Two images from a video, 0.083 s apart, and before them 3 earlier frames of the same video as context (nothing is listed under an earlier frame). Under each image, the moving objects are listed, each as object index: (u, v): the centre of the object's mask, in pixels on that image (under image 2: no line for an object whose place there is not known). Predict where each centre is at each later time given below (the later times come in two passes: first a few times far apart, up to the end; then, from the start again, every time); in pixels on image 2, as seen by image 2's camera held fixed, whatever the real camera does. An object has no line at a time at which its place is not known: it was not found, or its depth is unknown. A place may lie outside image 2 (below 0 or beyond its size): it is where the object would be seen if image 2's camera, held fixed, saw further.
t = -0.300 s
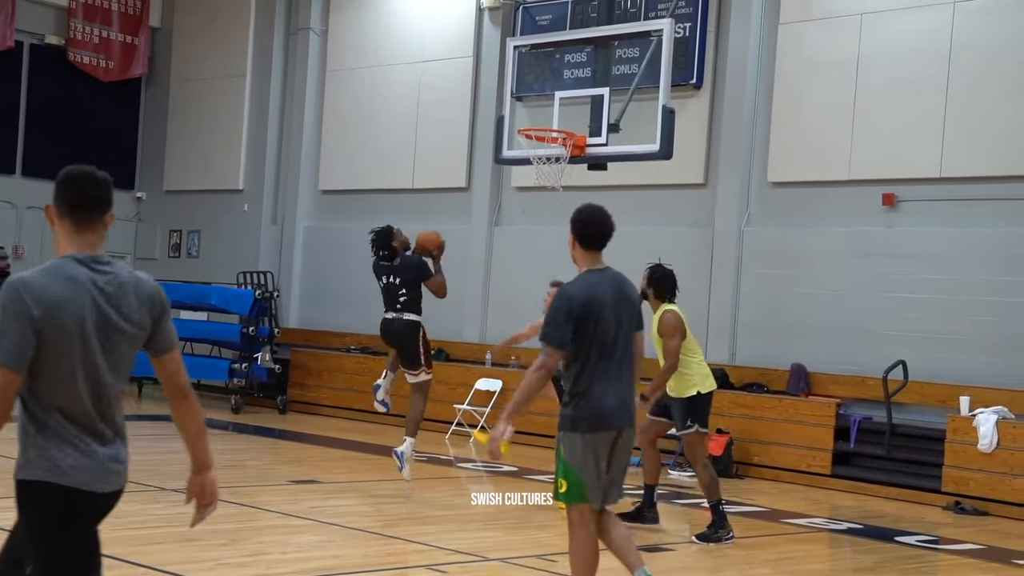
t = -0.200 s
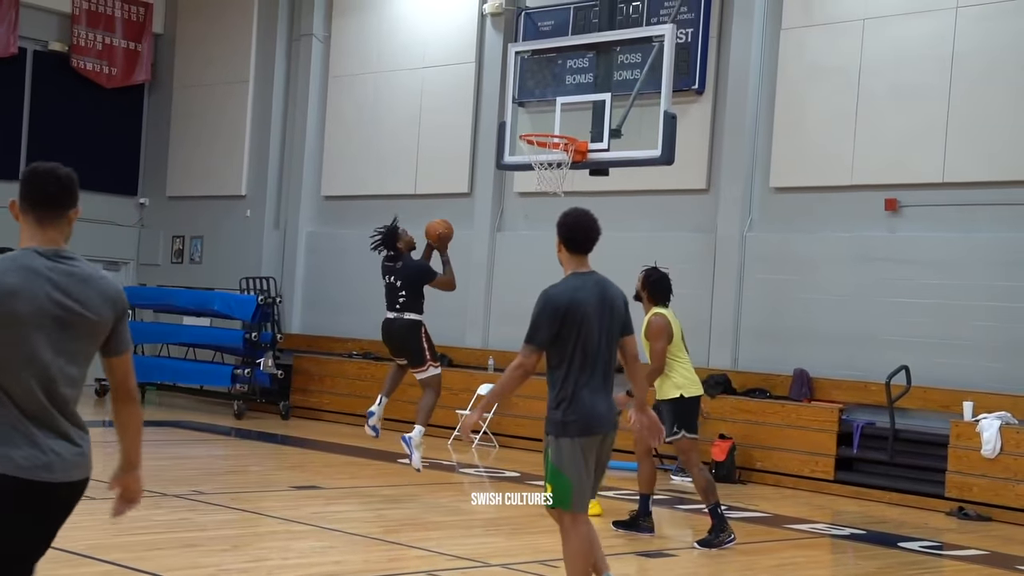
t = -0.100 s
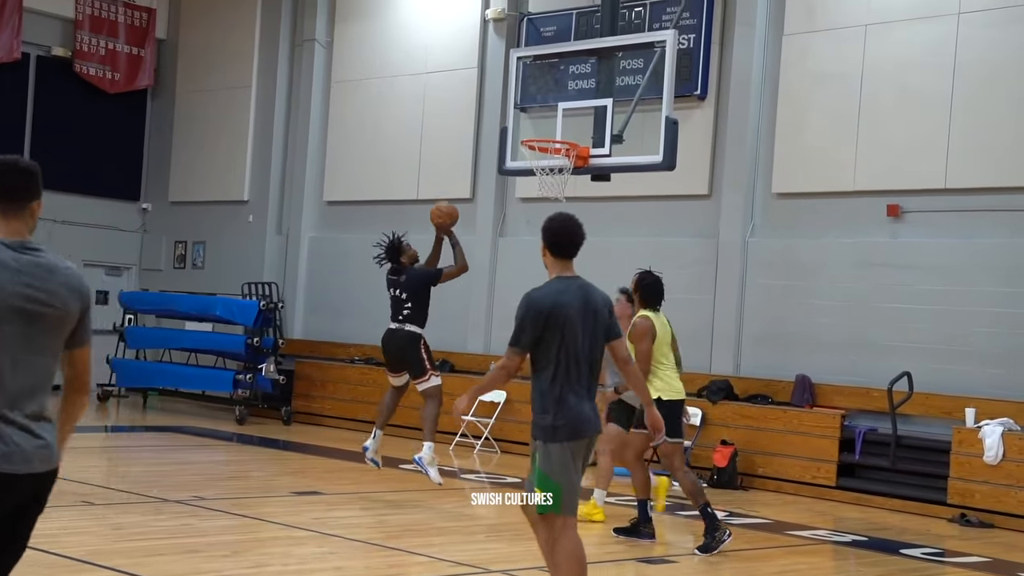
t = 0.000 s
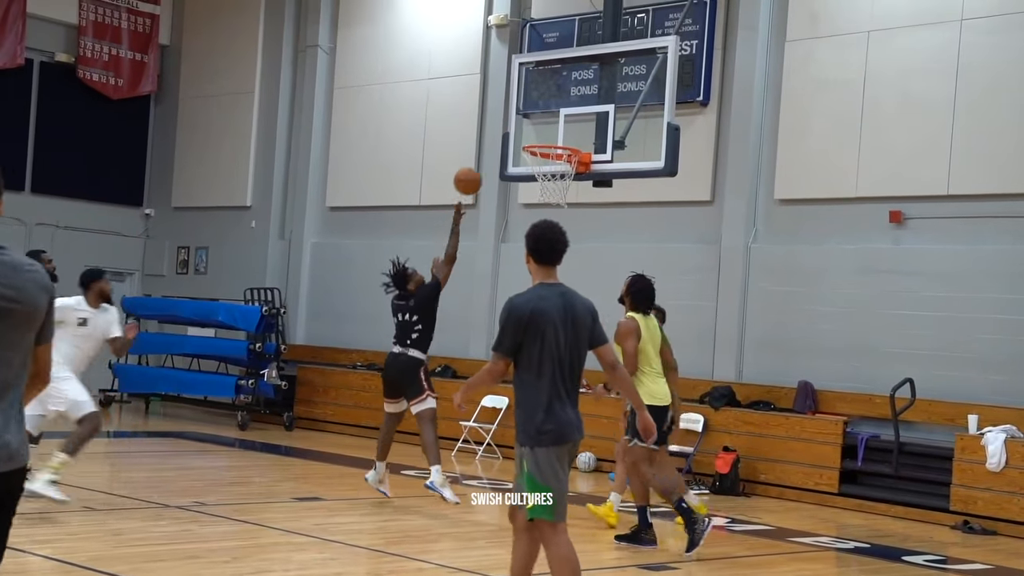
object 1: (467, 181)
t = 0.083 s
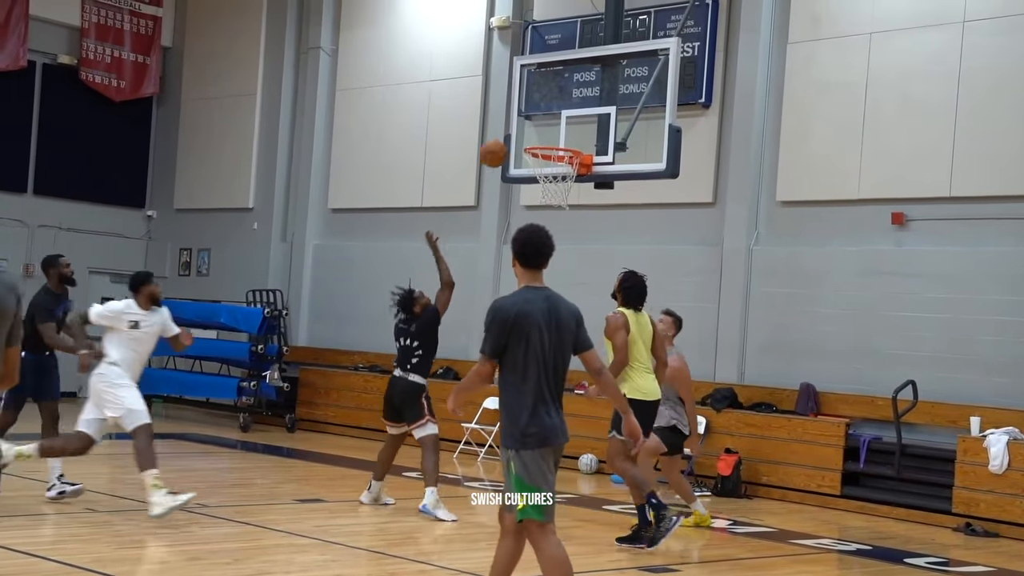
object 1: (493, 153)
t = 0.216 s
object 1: (531, 123)
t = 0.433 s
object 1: (552, 116)
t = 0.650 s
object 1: (548, 161)
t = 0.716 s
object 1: (556, 177)
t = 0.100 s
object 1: (498, 148)
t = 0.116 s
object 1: (503, 144)
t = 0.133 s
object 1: (508, 139)
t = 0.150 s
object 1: (512, 135)
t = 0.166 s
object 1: (517, 132)
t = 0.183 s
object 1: (521, 129)
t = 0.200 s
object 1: (526, 125)
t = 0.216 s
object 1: (531, 123)
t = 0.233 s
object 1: (535, 120)
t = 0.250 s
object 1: (540, 118)
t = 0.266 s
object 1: (545, 117)
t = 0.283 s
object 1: (548, 116)
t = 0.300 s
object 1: (553, 114)
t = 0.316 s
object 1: (556, 114)
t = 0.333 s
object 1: (556, 113)
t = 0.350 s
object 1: (555, 113)
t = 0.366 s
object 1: (554, 113)
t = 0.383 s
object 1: (554, 113)
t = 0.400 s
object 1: (553, 114)
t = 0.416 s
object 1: (553, 115)
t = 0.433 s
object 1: (552, 116)
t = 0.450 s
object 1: (551, 118)
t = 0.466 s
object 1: (550, 120)
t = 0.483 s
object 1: (549, 122)
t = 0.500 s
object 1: (548, 125)
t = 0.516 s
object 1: (547, 129)
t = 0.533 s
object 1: (546, 132)
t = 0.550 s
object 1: (545, 134)
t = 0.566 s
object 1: (545, 136)
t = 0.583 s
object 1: (544, 139)
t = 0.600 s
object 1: (542, 148)
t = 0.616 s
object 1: (545, 152)
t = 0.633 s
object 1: (546, 154)
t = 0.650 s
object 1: (548, 161)
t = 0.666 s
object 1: (551, 164)
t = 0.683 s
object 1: (553, 166)
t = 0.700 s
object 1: (555, 172)
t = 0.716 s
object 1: (556, 177)
